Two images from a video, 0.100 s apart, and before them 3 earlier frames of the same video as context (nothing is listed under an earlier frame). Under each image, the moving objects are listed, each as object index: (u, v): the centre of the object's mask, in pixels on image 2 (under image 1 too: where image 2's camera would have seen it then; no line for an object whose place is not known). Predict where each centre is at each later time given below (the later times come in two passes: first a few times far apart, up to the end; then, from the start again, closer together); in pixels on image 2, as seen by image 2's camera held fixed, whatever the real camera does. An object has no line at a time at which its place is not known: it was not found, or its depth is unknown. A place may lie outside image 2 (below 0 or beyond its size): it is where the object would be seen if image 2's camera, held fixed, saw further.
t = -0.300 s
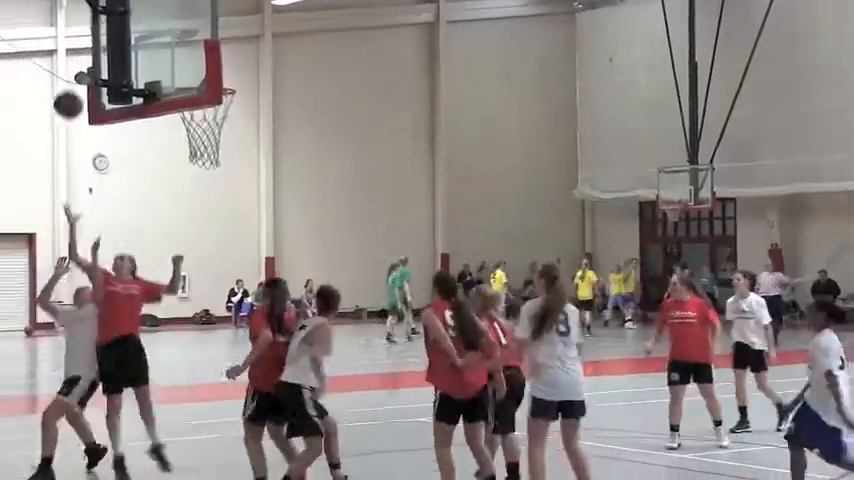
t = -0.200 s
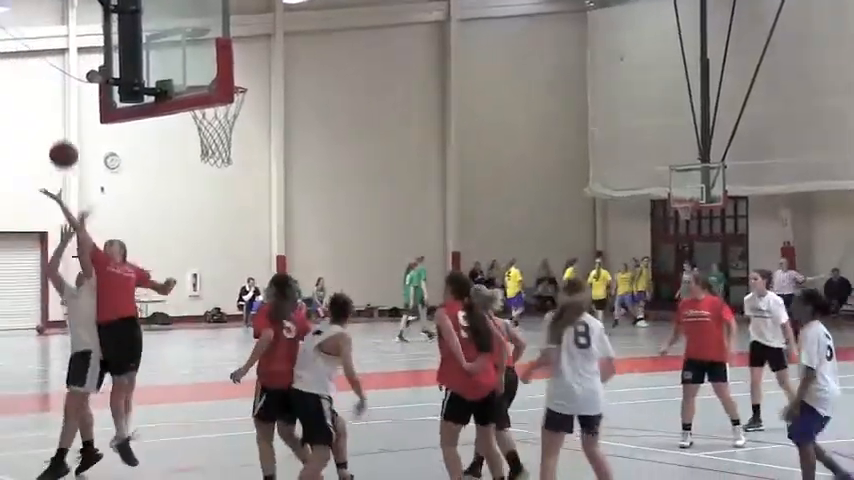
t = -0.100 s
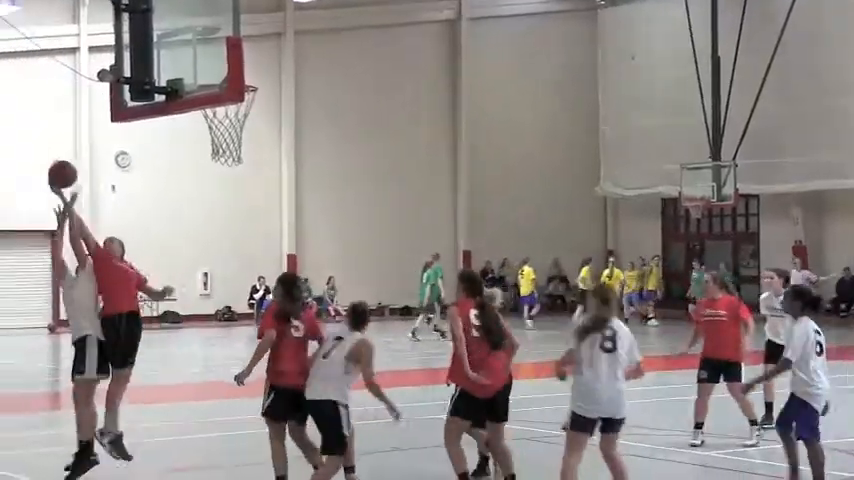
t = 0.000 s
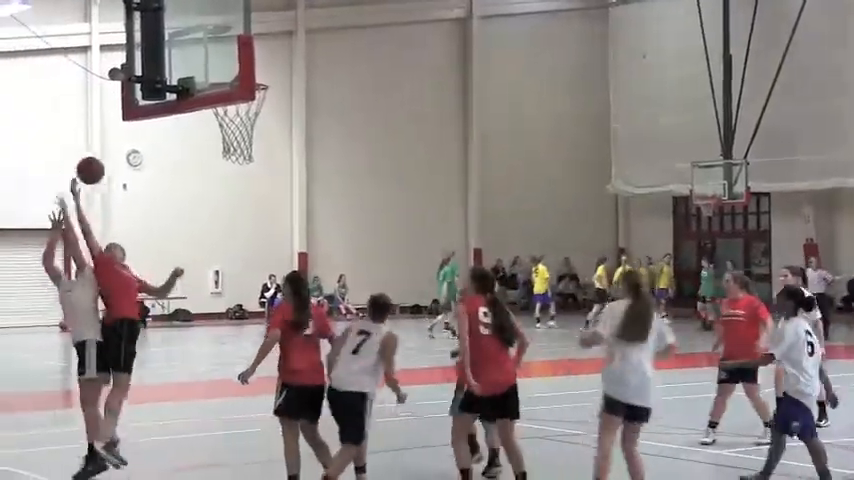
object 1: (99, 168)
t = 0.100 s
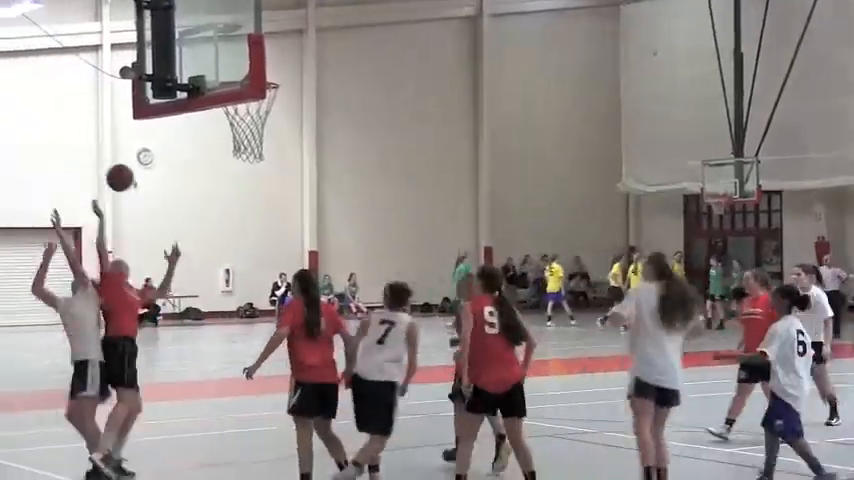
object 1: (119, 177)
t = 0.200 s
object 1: (139, 198)
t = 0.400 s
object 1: (176, 272)
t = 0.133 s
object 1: (126, 183)
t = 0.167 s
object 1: (133, 190)
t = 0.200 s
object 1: (139, 198)
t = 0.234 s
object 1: (146, 207)
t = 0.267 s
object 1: (153, 218)
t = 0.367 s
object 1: (171, 257)
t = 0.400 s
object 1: (176, 272)
